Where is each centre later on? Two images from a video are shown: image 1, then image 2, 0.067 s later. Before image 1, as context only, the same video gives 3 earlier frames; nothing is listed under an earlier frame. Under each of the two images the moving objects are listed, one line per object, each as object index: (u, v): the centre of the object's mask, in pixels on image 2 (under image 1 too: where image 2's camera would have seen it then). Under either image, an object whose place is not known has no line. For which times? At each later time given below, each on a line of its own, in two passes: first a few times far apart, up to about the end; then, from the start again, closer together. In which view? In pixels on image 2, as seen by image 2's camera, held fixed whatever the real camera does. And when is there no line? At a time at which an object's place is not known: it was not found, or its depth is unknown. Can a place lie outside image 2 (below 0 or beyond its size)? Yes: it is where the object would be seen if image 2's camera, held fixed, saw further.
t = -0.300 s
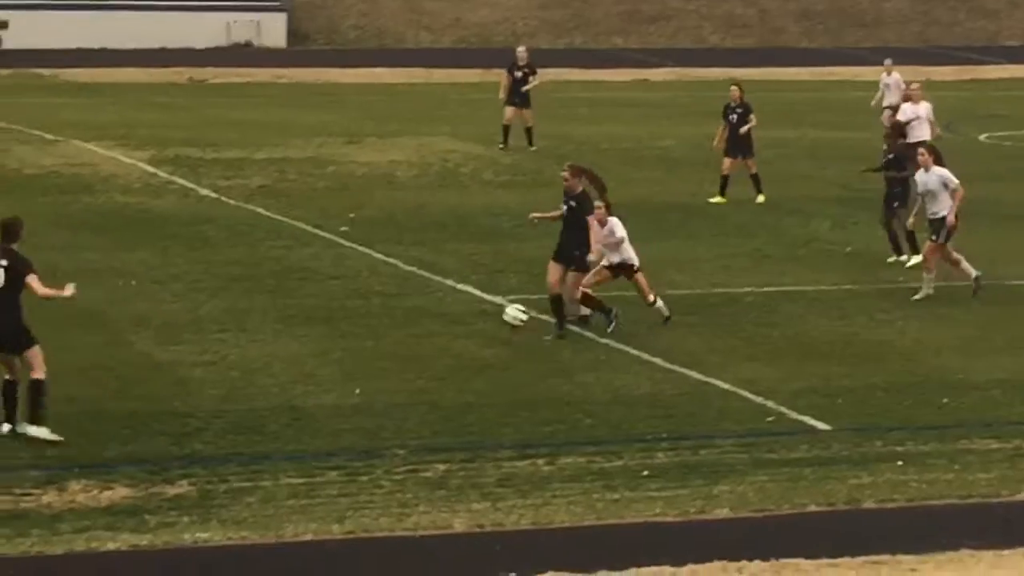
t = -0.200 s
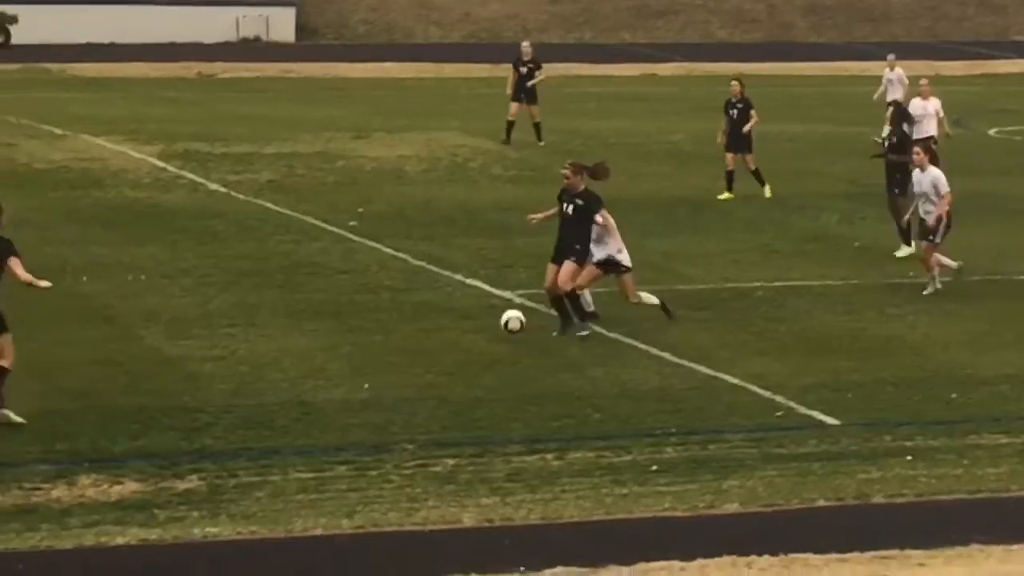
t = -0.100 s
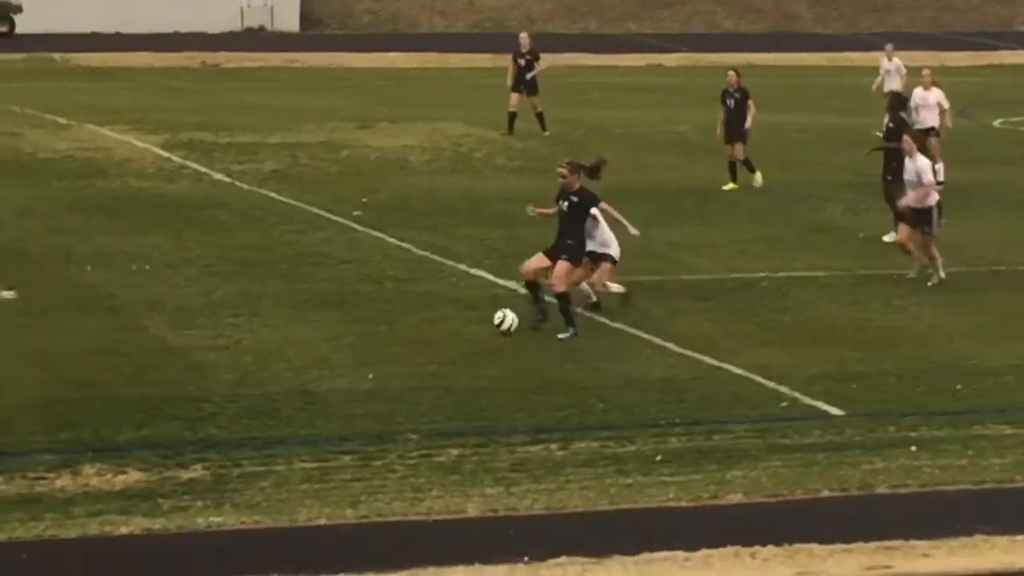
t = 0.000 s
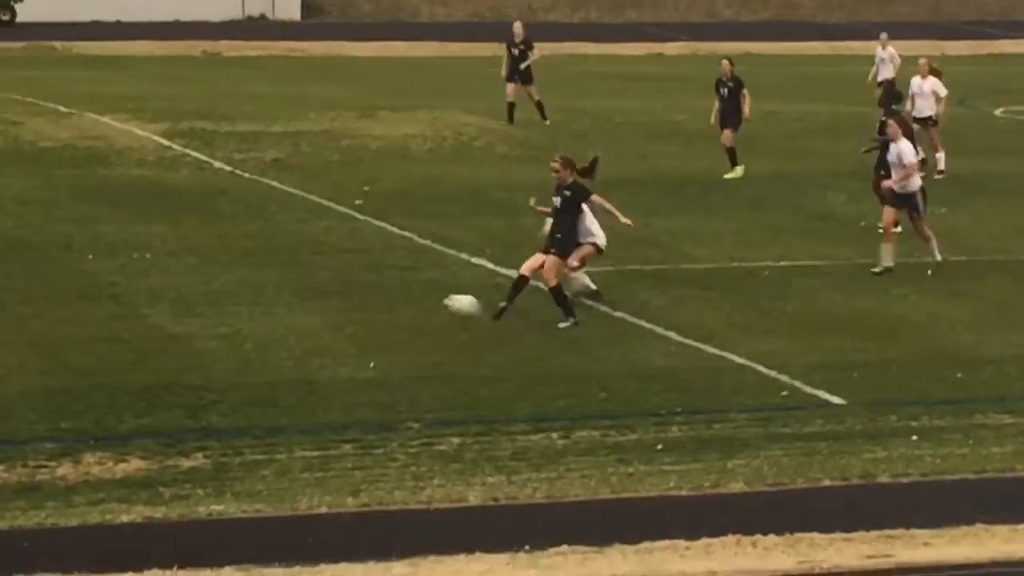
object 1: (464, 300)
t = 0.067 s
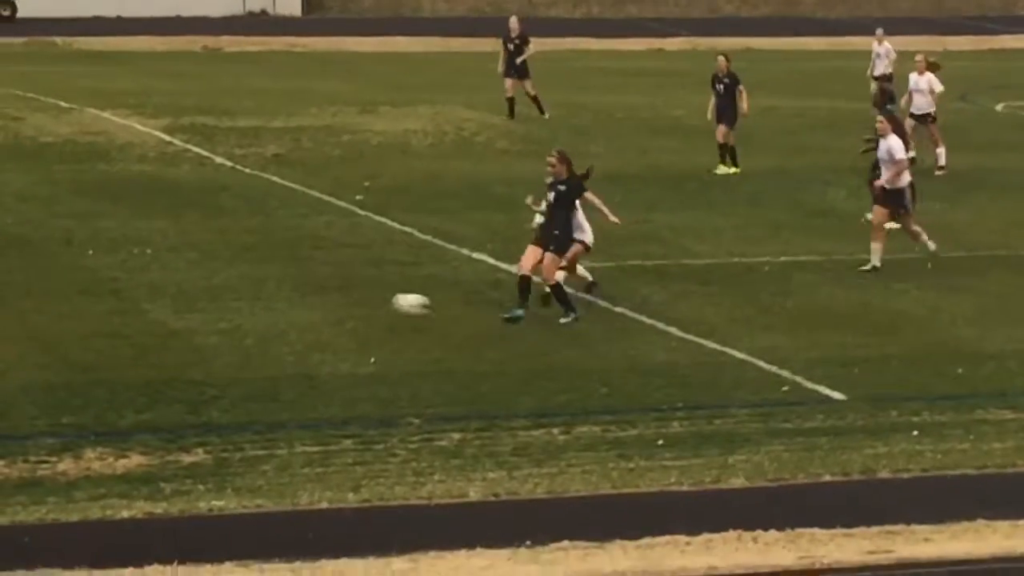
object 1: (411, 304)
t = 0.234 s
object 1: (274, 335)
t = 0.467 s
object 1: (124, 355)
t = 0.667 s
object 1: (17, 362)
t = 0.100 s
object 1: (384, 308)
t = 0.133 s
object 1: (355, 311)
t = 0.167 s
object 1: (328, 317)
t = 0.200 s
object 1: (301, 326)
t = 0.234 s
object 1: (274, 335)
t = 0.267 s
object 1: (250, 336)
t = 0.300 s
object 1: (229, 336)
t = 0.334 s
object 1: (209, 336)
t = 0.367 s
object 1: (188, 340)
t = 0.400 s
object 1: (166, 344)
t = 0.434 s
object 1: (145, 349)
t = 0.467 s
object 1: (124, 355)
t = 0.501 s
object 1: (105, 354)
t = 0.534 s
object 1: (88, 352)
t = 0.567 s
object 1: (70, 352)
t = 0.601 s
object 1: (52, 354)
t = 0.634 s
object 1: (34, 357)
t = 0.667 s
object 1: (17, 362)
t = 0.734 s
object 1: (-17, 374)
